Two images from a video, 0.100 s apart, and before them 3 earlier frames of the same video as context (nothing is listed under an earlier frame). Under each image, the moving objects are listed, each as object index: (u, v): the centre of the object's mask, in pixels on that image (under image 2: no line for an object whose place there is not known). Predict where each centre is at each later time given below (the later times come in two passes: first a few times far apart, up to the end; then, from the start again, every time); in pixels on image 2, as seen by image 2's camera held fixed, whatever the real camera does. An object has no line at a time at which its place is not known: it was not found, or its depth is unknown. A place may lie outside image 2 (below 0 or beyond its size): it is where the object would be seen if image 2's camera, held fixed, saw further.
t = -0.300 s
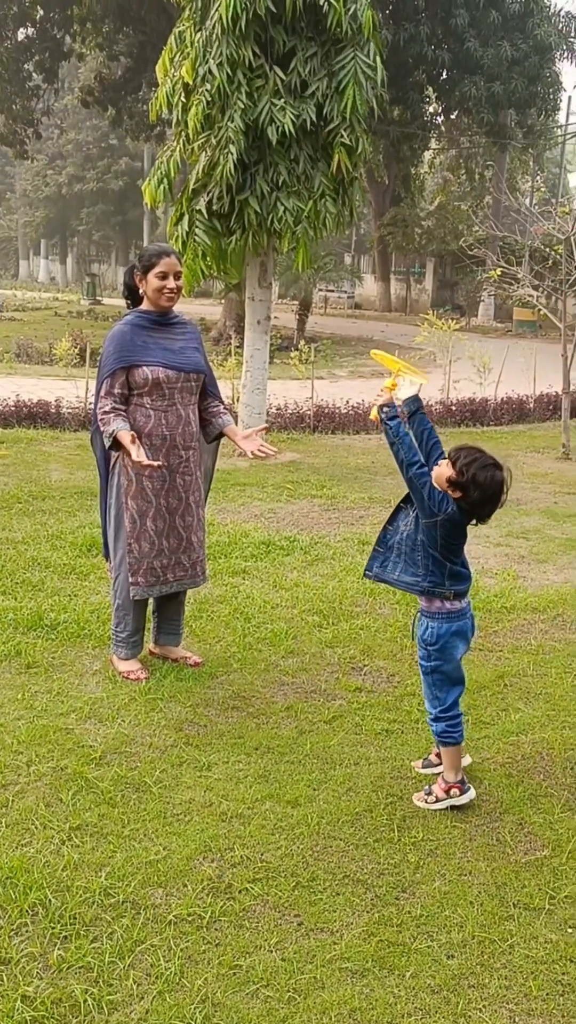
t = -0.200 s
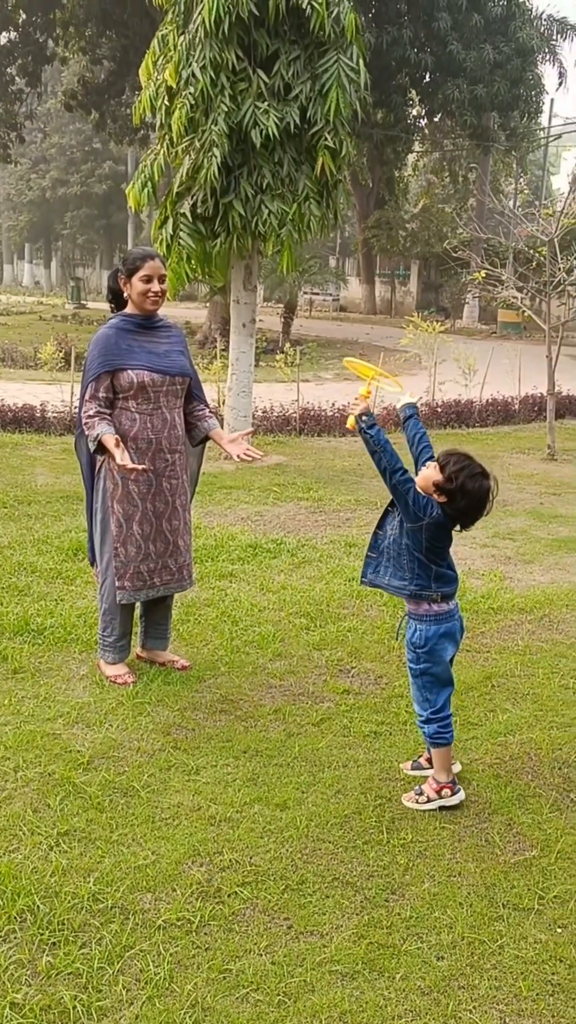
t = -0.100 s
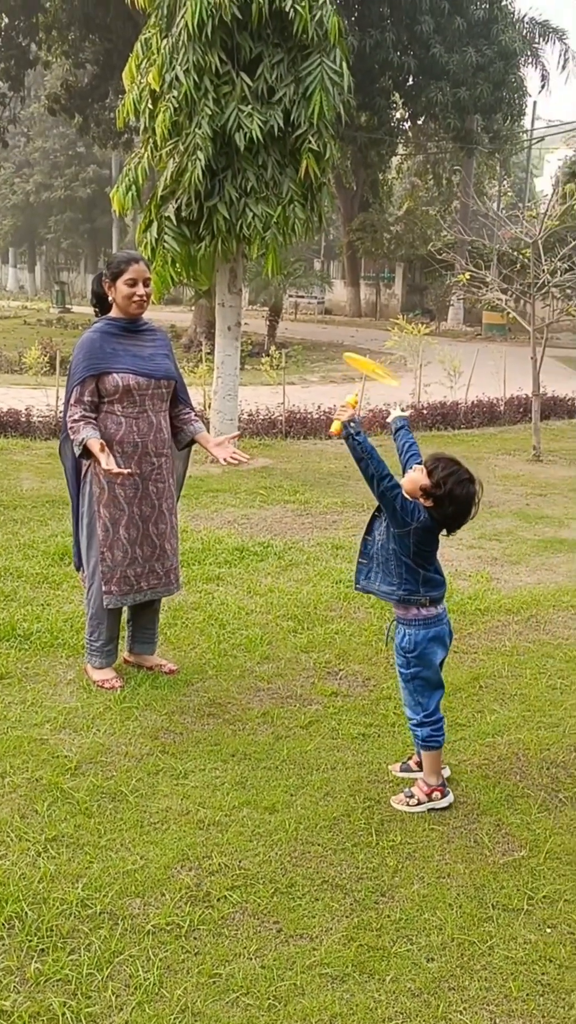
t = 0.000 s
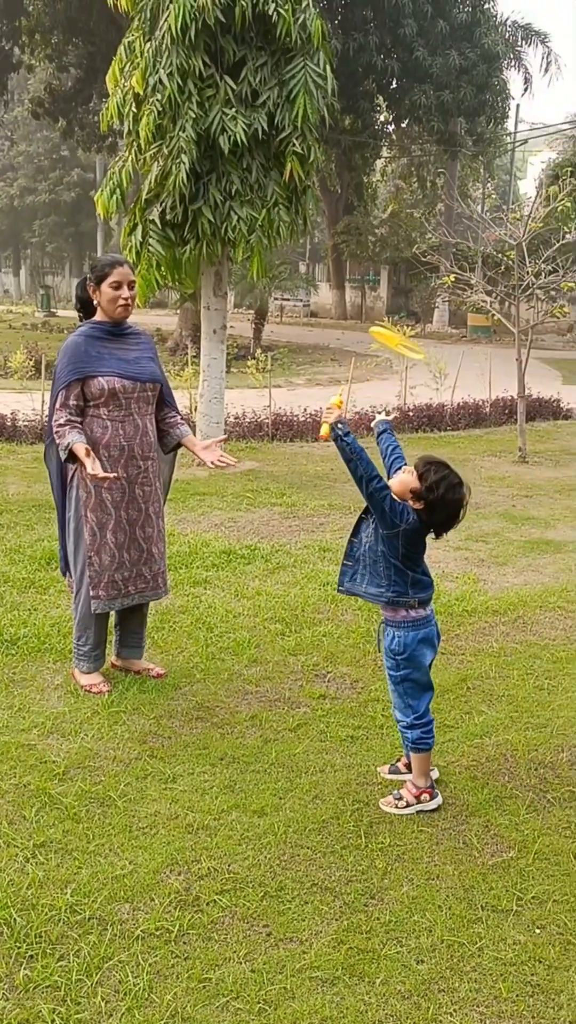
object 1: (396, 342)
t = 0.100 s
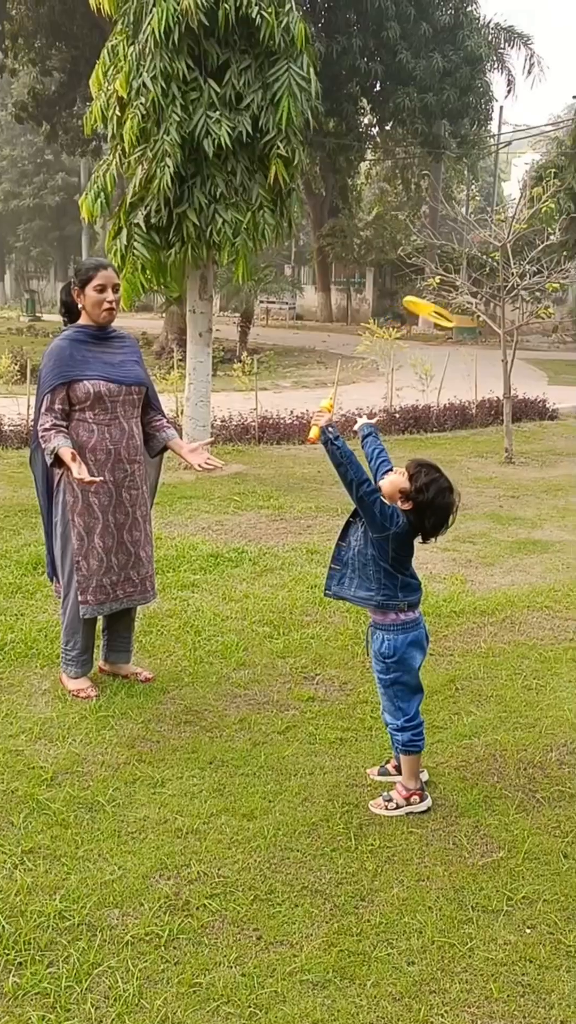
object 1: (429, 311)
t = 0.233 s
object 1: (495, 269)
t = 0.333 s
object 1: (542, 242)
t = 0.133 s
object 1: (446, 300)
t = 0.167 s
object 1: (463, 289)
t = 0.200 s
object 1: (480, 279)
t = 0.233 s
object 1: (495, 269)
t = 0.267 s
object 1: (511, 260)
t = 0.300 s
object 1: (527, 251)
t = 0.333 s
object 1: (542, 242)
